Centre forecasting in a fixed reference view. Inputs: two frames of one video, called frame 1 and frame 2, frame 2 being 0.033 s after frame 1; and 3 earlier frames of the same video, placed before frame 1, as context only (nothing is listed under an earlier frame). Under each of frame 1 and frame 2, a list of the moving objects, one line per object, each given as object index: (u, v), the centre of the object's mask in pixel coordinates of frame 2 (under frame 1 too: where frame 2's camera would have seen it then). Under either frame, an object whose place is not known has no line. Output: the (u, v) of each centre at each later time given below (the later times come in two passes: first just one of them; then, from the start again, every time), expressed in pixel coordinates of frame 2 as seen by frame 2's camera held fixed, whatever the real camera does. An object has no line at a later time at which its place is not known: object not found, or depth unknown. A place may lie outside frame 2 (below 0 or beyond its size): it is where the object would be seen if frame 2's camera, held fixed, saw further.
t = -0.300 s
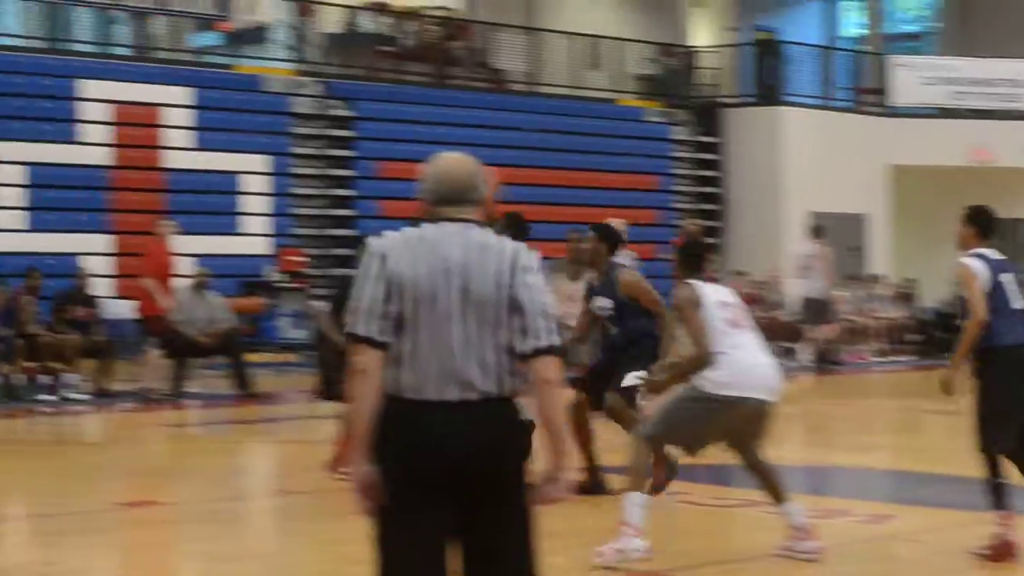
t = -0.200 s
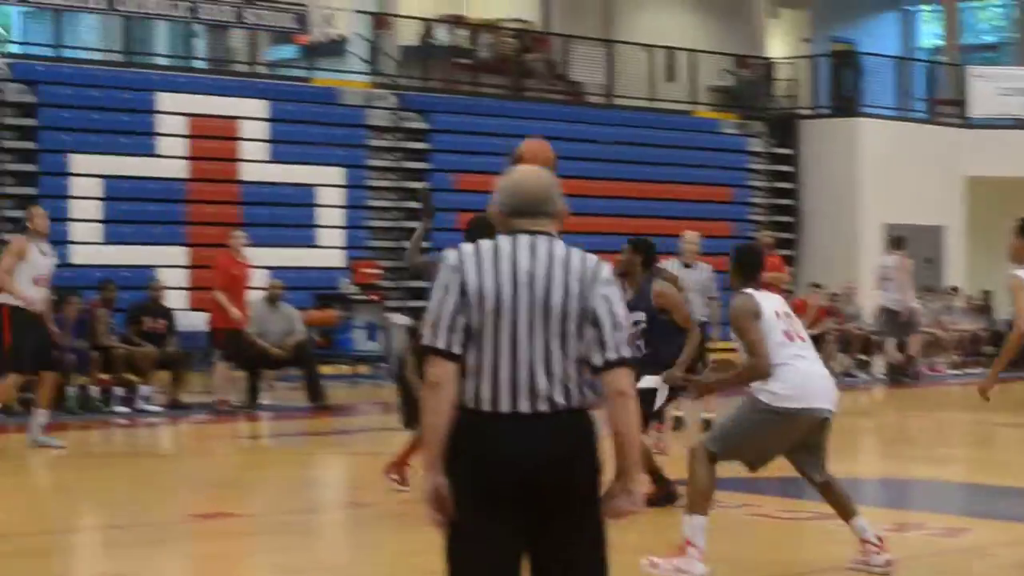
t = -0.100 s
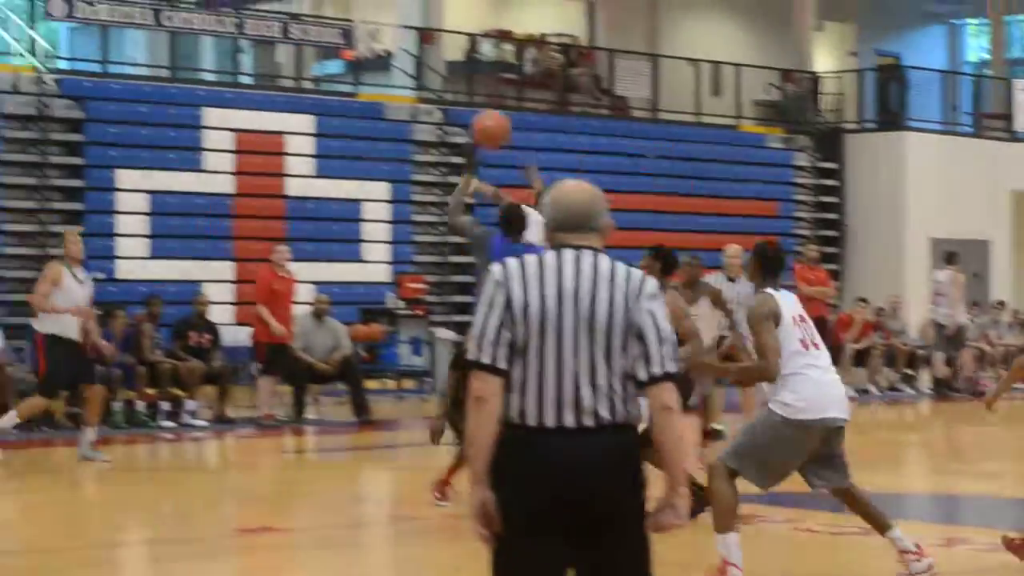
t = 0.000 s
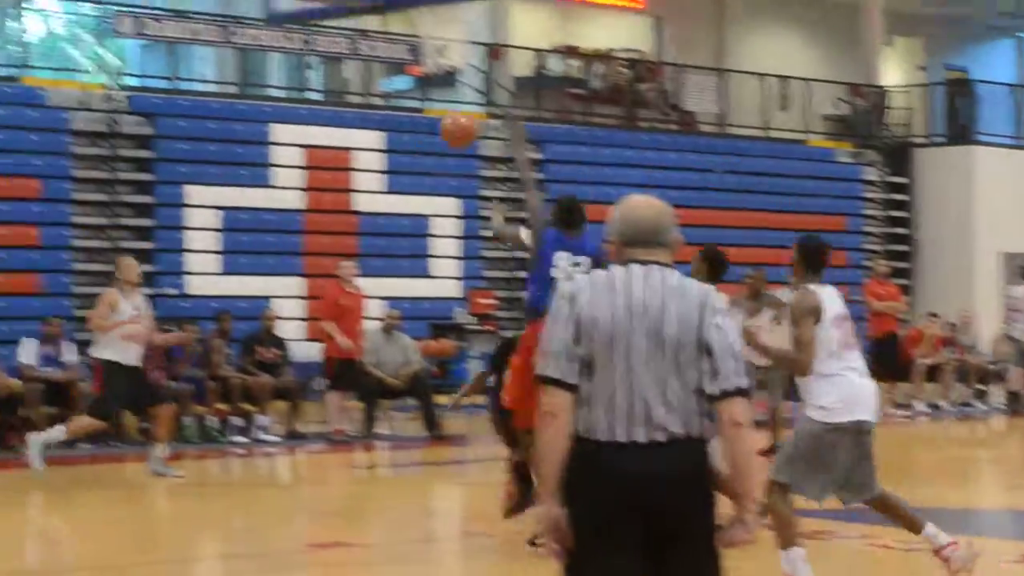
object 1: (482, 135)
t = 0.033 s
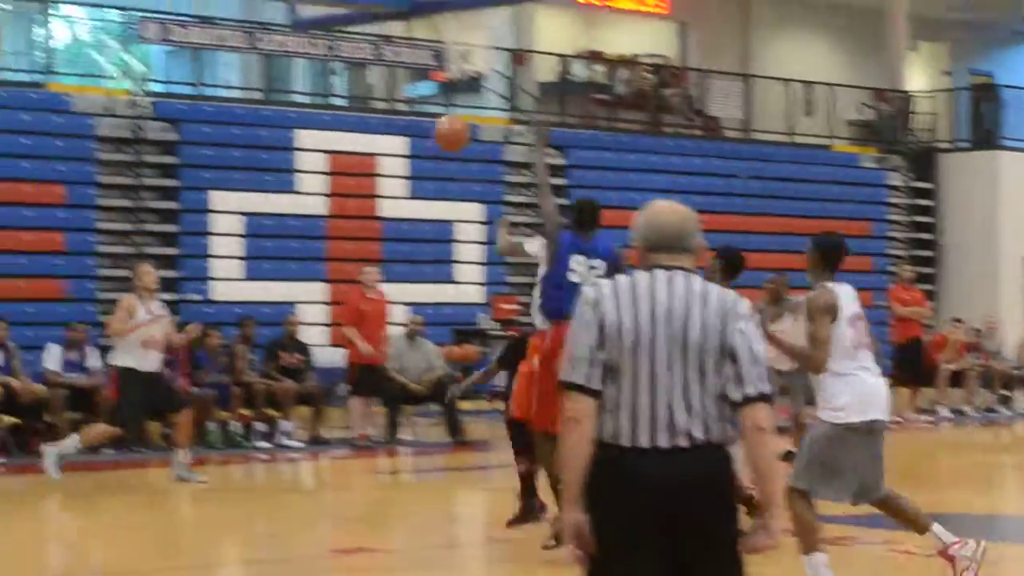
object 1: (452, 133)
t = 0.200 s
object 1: (305, 148)
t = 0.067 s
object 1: (422, 132)
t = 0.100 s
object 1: (392, 133)
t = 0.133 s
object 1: (363, 137)
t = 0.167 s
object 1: (335, 142)
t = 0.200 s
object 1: (305, 148)
